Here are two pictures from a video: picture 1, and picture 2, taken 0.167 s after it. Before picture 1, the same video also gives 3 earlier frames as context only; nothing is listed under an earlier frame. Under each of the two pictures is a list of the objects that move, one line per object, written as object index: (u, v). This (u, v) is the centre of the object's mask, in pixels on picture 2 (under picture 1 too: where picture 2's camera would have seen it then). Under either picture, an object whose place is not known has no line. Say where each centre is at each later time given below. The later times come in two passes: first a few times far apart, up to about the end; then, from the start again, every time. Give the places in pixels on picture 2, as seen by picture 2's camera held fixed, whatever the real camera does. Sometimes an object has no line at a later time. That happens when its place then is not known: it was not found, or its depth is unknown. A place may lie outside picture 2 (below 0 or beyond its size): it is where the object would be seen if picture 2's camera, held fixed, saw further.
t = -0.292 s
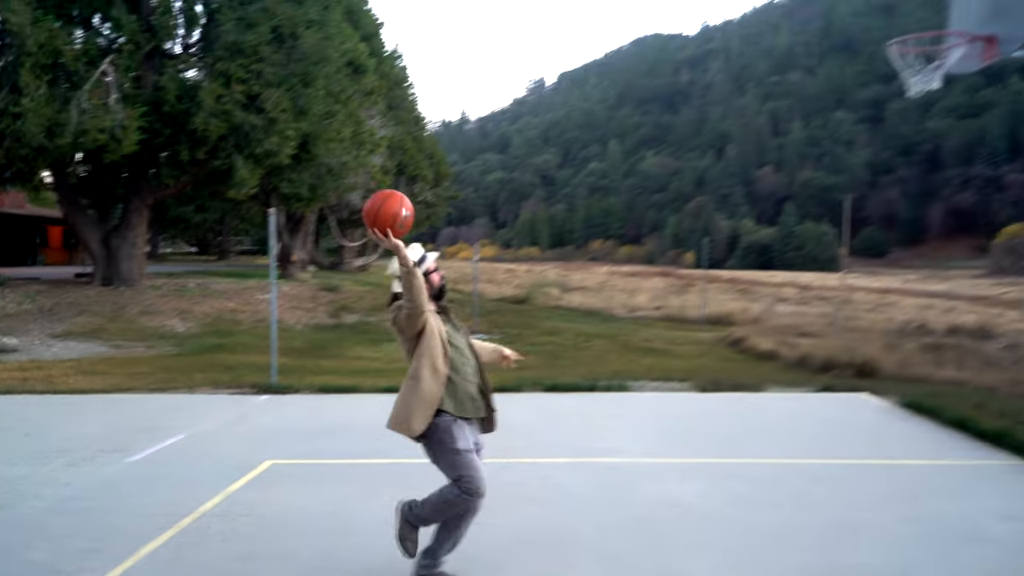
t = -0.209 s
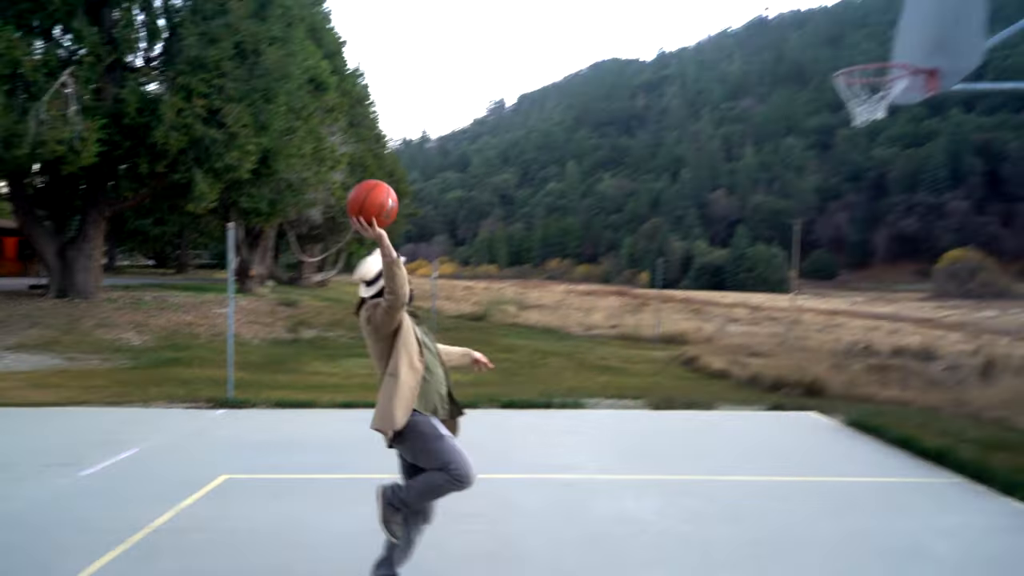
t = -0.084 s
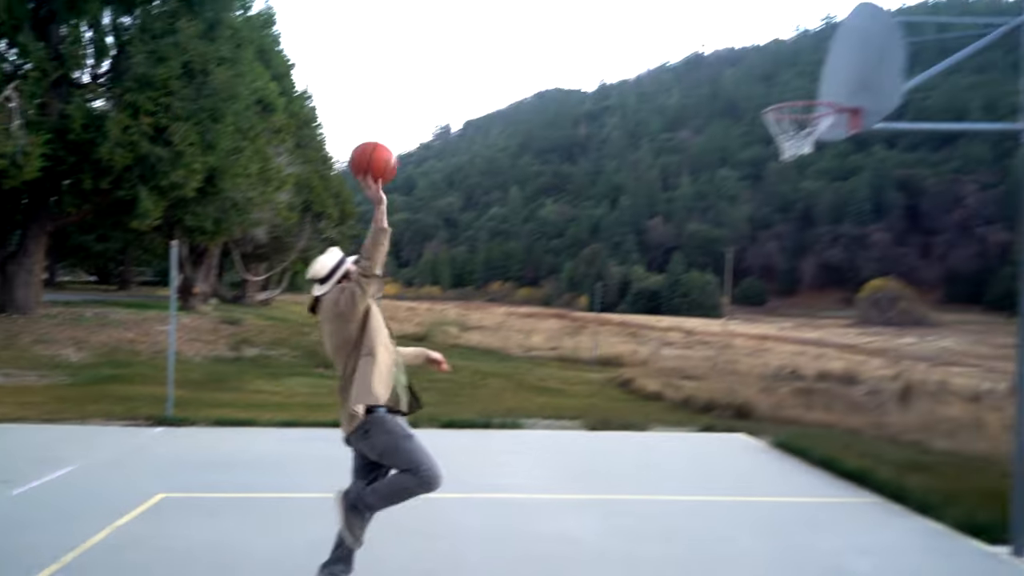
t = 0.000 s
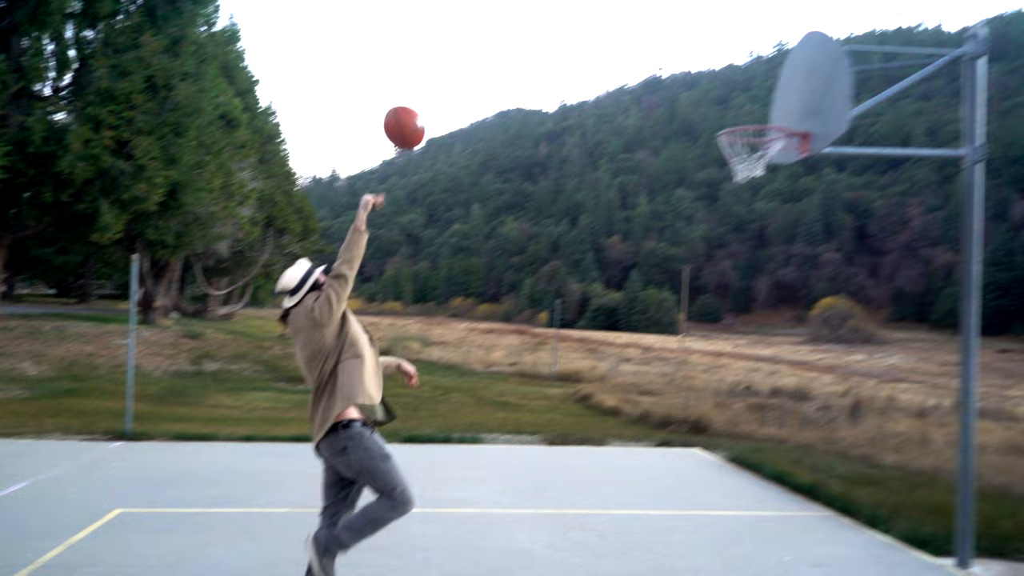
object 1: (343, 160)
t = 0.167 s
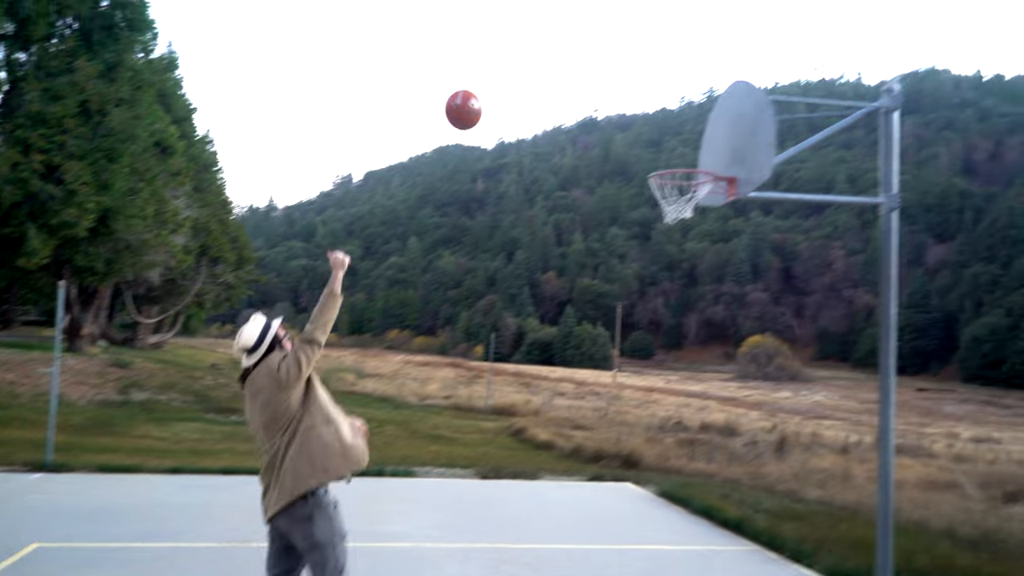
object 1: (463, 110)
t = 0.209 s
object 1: (489, 106)
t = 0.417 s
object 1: (598, 129)
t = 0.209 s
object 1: (489, 106)
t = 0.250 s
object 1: (514, 106)
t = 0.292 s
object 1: (537, 108)
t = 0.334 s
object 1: (559, 113)
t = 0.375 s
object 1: (579, 121)
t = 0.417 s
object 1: (598, 129)
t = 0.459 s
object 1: (617, 140)
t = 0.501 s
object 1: (635, 153)
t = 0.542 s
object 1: (650, 167)
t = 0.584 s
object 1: (642, 159)
